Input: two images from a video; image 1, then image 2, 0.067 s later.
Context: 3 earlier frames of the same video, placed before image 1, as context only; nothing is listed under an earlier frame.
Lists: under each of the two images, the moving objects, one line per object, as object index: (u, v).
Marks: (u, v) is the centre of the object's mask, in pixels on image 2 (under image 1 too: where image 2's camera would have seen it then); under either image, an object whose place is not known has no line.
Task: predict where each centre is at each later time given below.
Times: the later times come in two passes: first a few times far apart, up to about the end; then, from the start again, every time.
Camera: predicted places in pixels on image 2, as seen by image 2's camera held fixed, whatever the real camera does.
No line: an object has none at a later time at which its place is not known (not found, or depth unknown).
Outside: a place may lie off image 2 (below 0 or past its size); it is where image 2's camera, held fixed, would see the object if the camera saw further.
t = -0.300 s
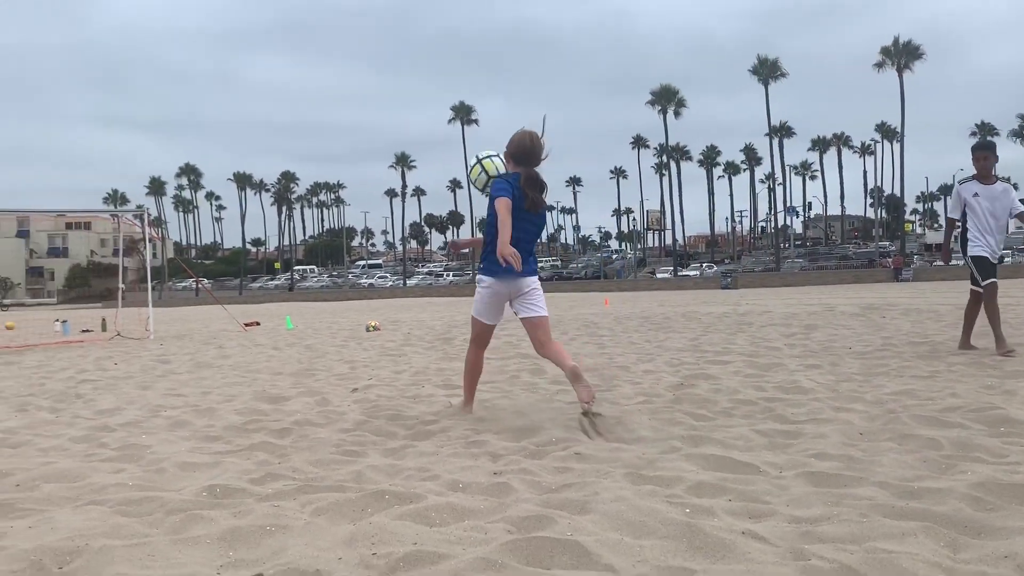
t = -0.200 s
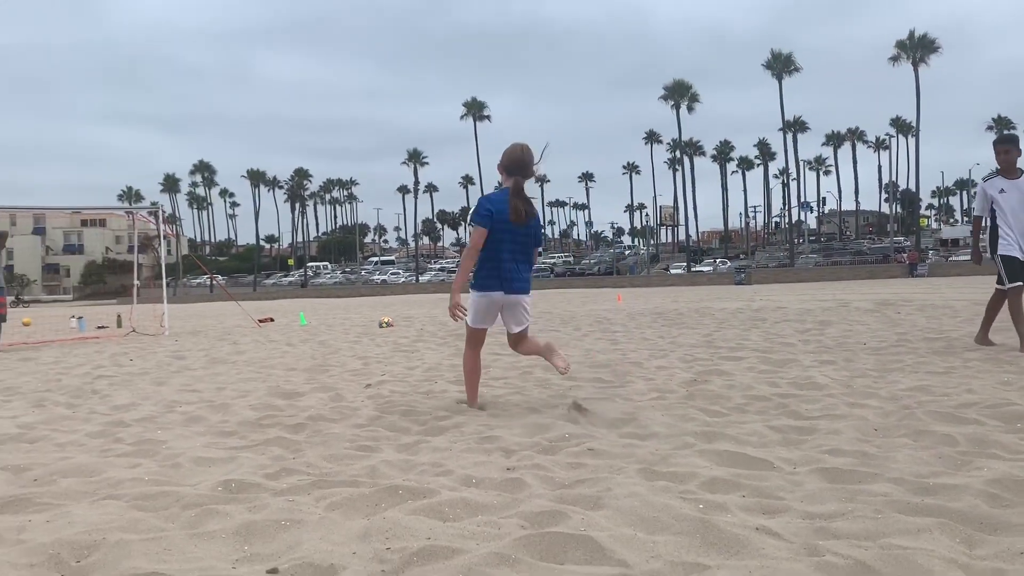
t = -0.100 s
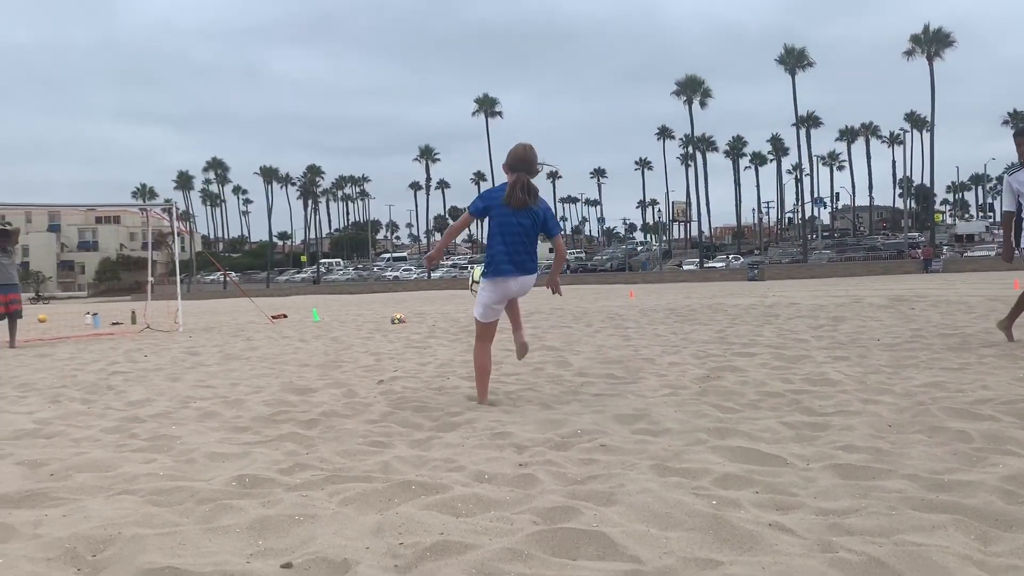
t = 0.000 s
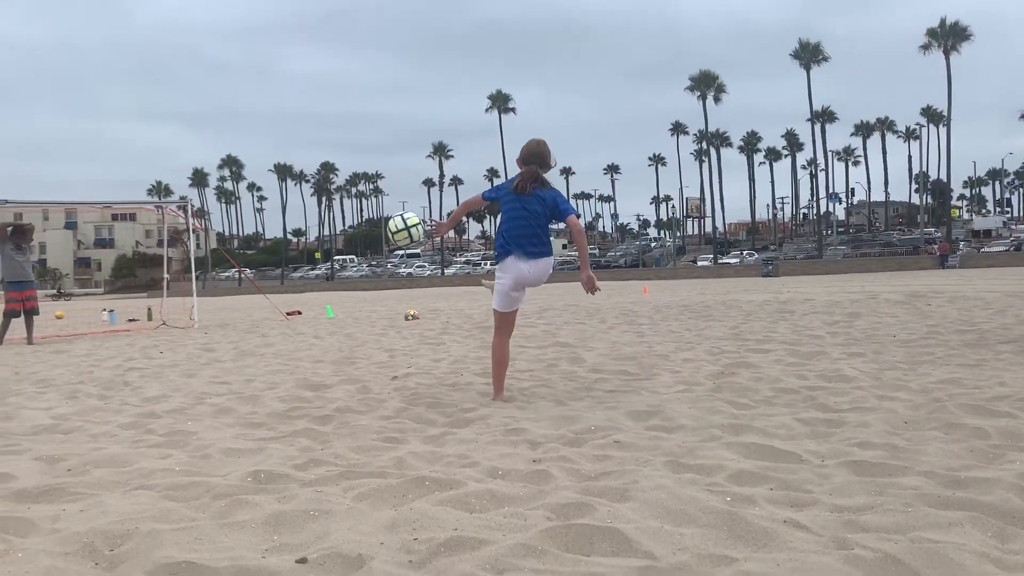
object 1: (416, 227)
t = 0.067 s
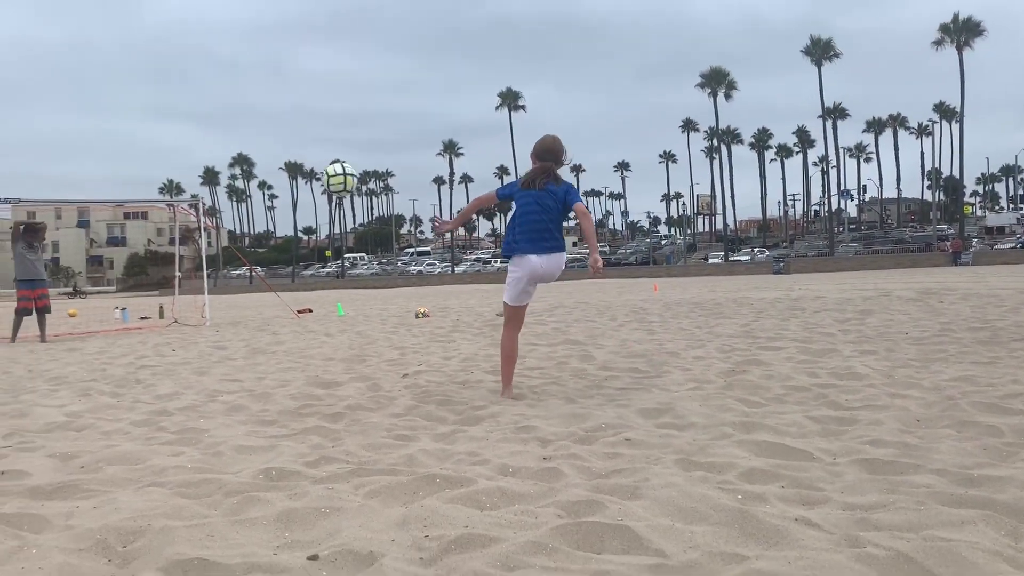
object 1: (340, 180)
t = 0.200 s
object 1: (212, 117)
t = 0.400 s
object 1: (62, 89)
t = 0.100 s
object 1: (305, 160)
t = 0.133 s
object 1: (273, 143)
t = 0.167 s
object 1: (242, 129)
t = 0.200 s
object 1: (212, 117)
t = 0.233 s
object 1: (184, 108)
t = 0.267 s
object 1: (158, 101)
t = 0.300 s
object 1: (133, 95)
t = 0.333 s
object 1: (109, 92)
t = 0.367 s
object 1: (85, 89)
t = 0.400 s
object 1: (62, 89)
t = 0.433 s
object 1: (41, 90)
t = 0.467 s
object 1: (19, 92)
